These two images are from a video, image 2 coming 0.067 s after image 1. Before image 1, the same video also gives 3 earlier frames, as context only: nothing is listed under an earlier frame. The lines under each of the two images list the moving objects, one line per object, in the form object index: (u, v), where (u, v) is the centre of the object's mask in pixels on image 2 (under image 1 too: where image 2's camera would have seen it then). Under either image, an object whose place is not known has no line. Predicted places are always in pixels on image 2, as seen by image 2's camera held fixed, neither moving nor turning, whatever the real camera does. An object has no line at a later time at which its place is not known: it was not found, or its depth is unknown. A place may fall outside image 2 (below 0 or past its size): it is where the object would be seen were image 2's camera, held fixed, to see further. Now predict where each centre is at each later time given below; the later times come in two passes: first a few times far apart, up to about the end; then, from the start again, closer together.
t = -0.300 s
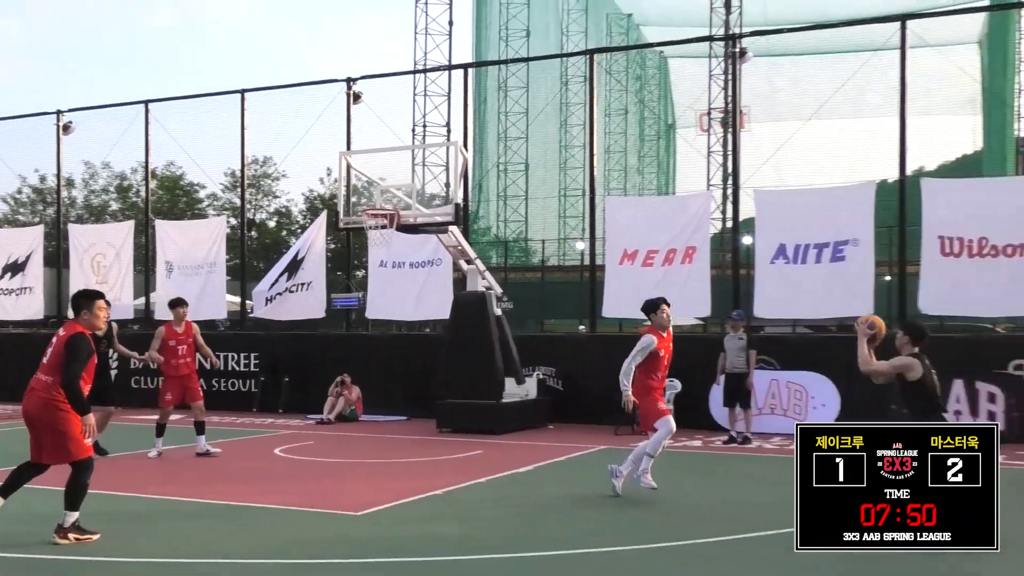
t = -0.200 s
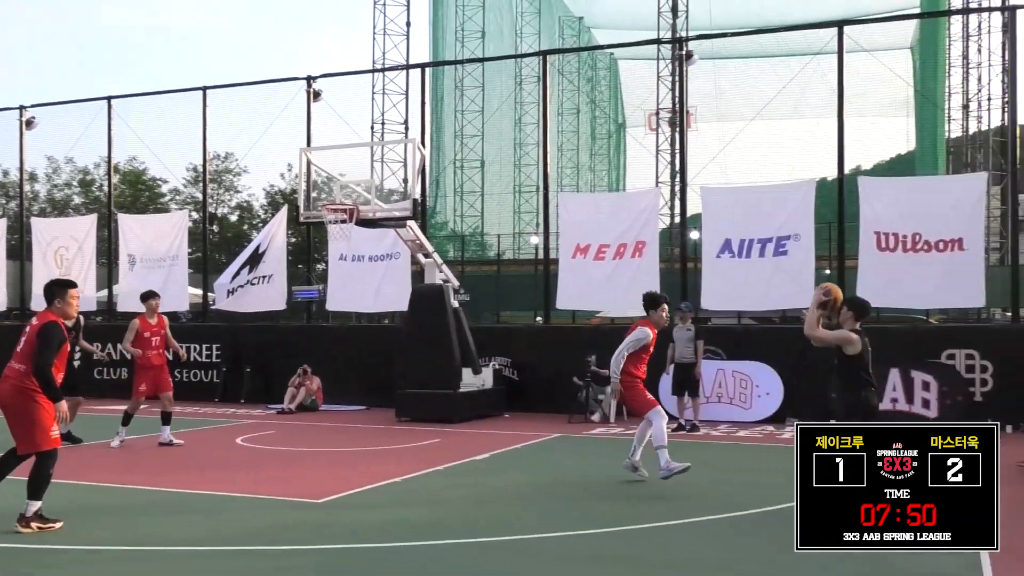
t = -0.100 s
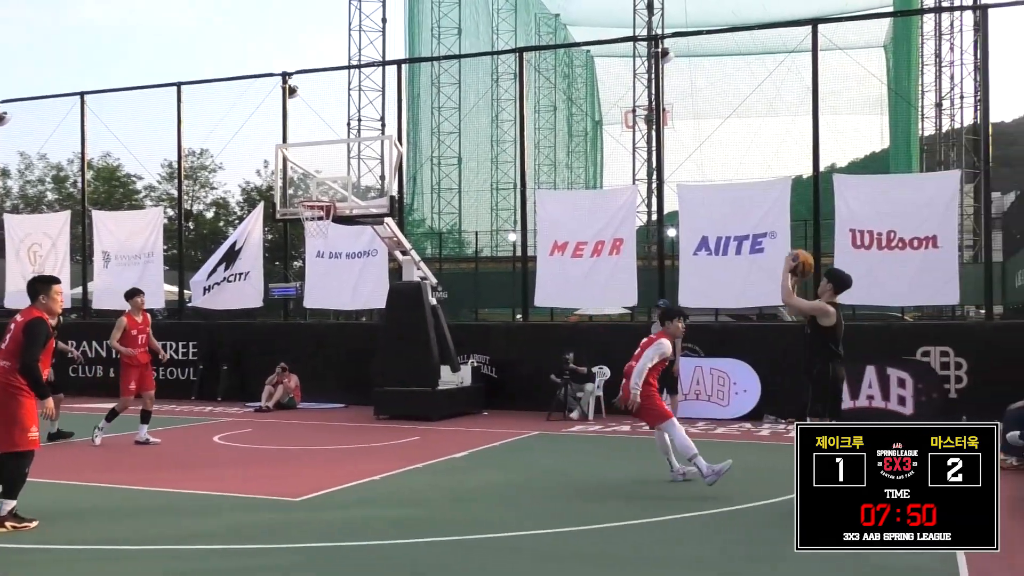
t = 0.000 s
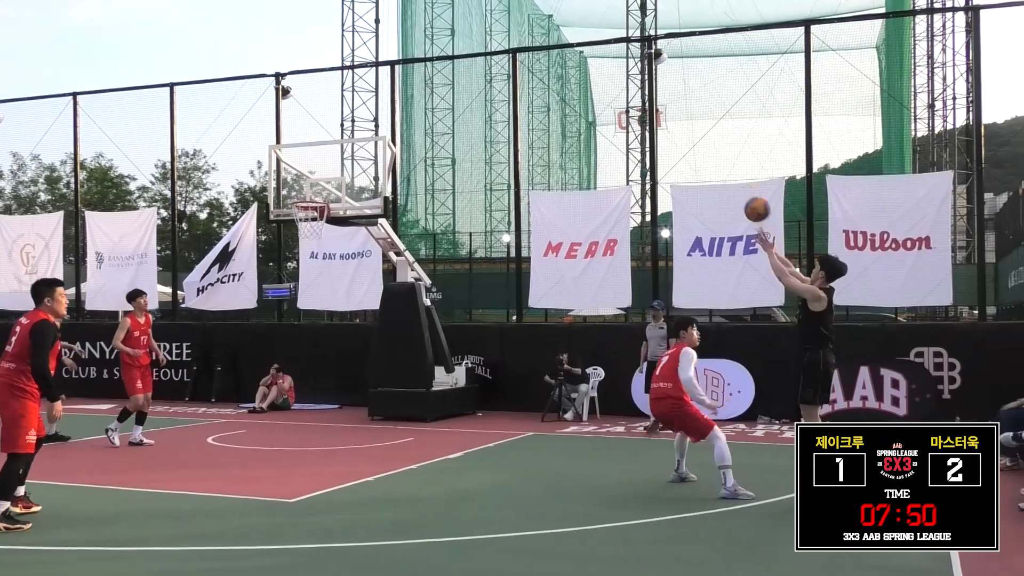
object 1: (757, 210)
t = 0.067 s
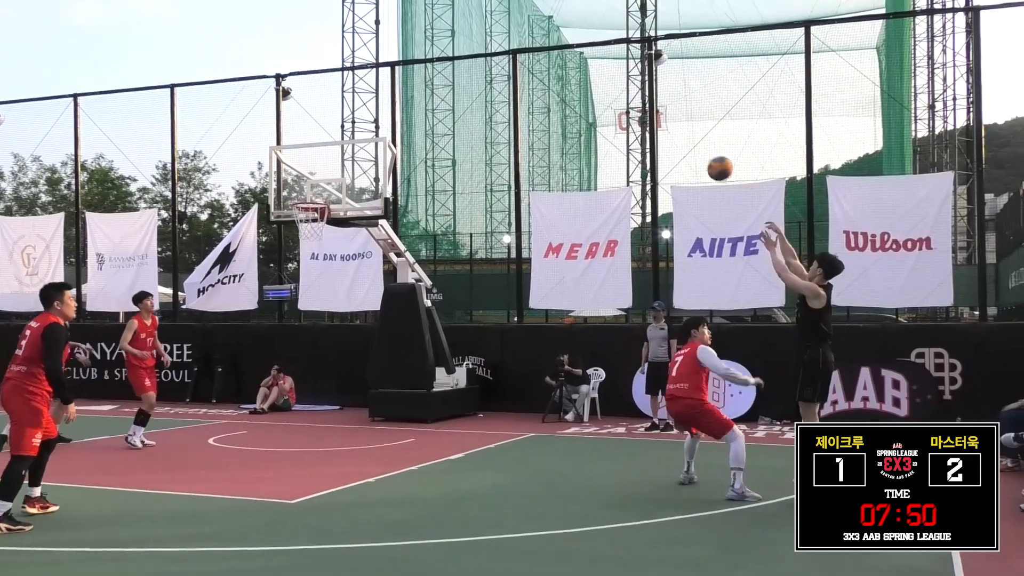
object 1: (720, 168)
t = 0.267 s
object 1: (618, 83)
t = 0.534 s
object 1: (507, 41)
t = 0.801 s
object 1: (416, 63)
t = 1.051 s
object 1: (343, 131)
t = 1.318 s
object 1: (314, 196)
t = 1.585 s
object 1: (352, 160)
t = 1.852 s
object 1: (381, 167)
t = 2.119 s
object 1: (410, 229)
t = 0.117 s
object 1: (693, 142)
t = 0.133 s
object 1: (684, 134)
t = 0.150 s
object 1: (675, 126)
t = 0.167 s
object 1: (666, 119)
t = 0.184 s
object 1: (658, 112)
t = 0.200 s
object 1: (650, 105)
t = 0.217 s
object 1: (642, 100)
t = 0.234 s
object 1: (634, 93)
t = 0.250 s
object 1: (627, 88)
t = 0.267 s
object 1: (618, 83)
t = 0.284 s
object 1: (611, 78)
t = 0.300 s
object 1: (603, 73)
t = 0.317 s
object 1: (596, 69)
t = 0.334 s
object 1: (588, 65)
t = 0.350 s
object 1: (580, 62)
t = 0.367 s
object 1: (573, 58)
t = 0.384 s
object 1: (567, 56)
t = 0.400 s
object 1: (560, 53)
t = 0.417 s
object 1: (553, 51)
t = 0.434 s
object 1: (546, 49)
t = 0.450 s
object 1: (540, 47)
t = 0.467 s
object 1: (533, 45)
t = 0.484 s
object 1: (527, 44)
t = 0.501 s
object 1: (520, 42)
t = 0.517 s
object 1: (514, 42)
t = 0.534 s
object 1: (507, 41)
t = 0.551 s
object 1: (501, 41)
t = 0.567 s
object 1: (495, 41)
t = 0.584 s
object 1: (489, 41)
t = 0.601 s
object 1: (483, 42)
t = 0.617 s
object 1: (477, 42)
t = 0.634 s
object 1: (471, 43)
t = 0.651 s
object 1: (465, 44)
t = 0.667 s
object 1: (459, 45)
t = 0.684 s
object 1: (453, 47)
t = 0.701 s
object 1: (447, 49)
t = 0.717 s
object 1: (442, 51)
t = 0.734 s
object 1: (436, 53)
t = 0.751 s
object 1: (432, 55)
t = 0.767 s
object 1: (426, 58)
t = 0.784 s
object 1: (421, 61)
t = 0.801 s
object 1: (416, 63)
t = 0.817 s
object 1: (411, 68)
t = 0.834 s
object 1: (405, 70)
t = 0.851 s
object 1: (401, 74)
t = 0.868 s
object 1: (395, 78)
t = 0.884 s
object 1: (390, 81)
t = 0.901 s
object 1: (386, 86)
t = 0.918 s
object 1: (381, 90)
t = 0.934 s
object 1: (375, 95)
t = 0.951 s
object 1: (371, 99)
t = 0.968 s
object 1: (366, 104)
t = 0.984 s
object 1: (361, 109)
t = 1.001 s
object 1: (356, 114)
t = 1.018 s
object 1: (352, 120)
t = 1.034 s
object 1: (347, 126)
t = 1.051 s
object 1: (343, 131)
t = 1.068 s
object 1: (338, 137)
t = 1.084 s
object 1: (333, 143)
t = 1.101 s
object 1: (330, 149)
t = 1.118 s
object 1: (326, 155)
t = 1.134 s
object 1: (321, 161)
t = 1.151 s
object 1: (317, 168)
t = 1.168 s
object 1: (313, 174)
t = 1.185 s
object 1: (309, 181)
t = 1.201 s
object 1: (305, 189)
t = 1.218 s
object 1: (300, 196)
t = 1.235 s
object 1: (300, 198)
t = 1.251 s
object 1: (304, 200)
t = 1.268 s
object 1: (306, 200)
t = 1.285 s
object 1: (308, 199)
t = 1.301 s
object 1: (311, 198)
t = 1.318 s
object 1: (314, 196)
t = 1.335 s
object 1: (316, 193)
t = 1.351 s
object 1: (319, 189)
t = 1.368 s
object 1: (322, 187)
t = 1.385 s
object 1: (324, 184)
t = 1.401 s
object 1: (327, 181)
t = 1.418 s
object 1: (330, 178)
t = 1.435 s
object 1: (333, 176)
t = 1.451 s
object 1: (336, 174)
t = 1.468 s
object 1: (338, 172)
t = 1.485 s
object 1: (341, 170)
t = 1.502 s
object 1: (344, 169)
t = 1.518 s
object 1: (346, 167)
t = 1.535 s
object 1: (348, 165)
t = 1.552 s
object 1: (349, 163)
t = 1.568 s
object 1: (351, 162)
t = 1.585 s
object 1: (352, 160)
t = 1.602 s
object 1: (353, 159)
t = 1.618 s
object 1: (355, 158)
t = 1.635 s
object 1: (357, 158)
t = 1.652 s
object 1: (359, 157)
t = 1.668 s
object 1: (361, 157)
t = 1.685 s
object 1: (363, 157)
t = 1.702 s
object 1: (364, 156)
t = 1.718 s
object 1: (366, 157)
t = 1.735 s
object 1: (368, 157)
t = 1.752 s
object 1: (370, 158)
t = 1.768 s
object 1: (372, 159)
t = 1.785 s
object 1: (374, 160)
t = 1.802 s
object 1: (375, 162)
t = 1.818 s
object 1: (377, 163)
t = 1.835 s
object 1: (379, 165)
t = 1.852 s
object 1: (381, 167)
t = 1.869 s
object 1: (382, 170)
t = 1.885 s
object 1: (384, 172)
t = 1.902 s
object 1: (386, 174)
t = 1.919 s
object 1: (388, 177)
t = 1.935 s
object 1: (389, 180)
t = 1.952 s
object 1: (391, 184)
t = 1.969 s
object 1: (393, 188)
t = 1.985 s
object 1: (394, 191)
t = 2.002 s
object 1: (397, 195)
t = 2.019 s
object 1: (398, 199)
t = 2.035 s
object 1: (400, 204)
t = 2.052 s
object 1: (402, 208)
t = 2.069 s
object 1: (404, 214)
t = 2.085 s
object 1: (407, 219)
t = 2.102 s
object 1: (408, 224)
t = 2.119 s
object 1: (410, 229)
